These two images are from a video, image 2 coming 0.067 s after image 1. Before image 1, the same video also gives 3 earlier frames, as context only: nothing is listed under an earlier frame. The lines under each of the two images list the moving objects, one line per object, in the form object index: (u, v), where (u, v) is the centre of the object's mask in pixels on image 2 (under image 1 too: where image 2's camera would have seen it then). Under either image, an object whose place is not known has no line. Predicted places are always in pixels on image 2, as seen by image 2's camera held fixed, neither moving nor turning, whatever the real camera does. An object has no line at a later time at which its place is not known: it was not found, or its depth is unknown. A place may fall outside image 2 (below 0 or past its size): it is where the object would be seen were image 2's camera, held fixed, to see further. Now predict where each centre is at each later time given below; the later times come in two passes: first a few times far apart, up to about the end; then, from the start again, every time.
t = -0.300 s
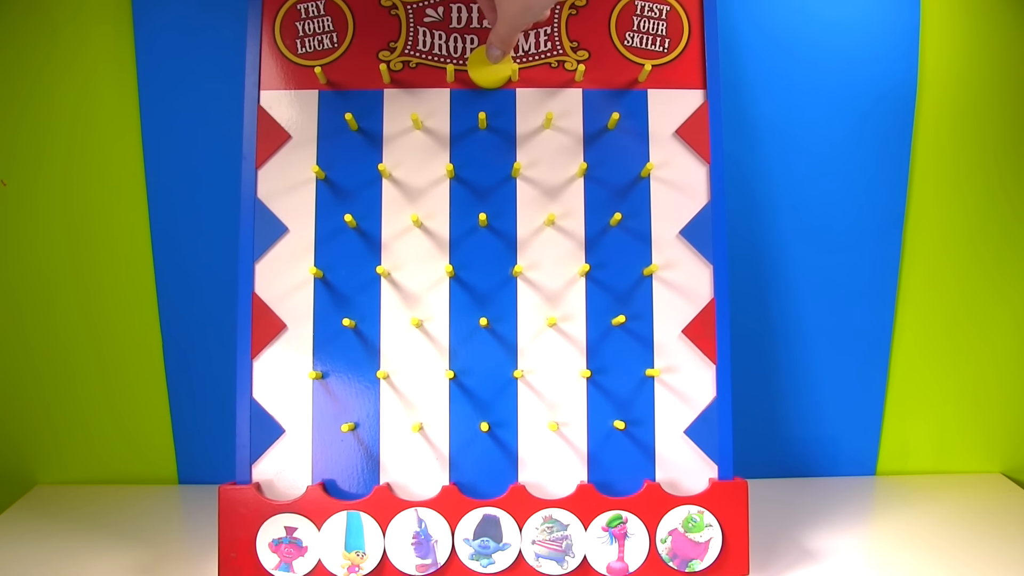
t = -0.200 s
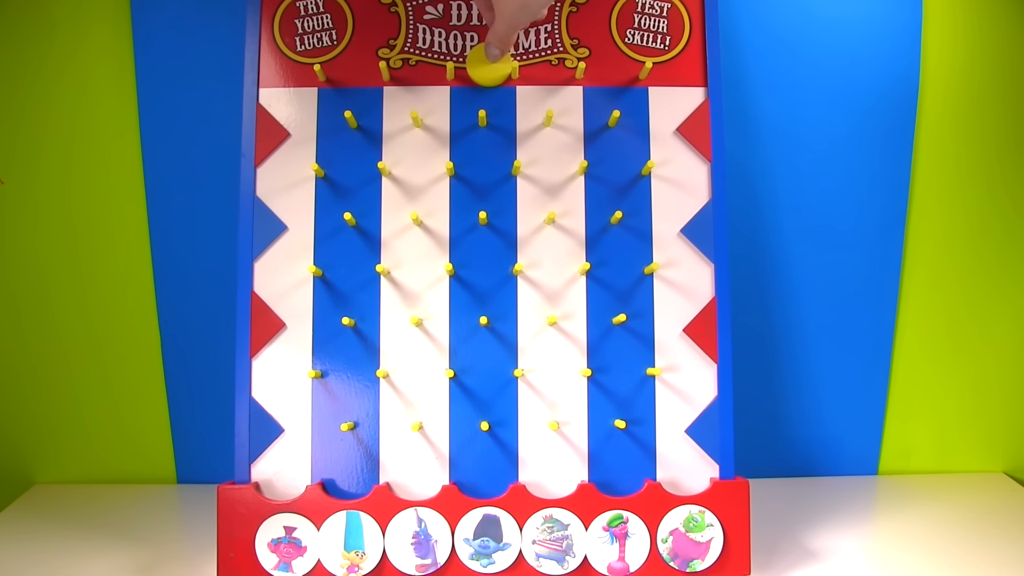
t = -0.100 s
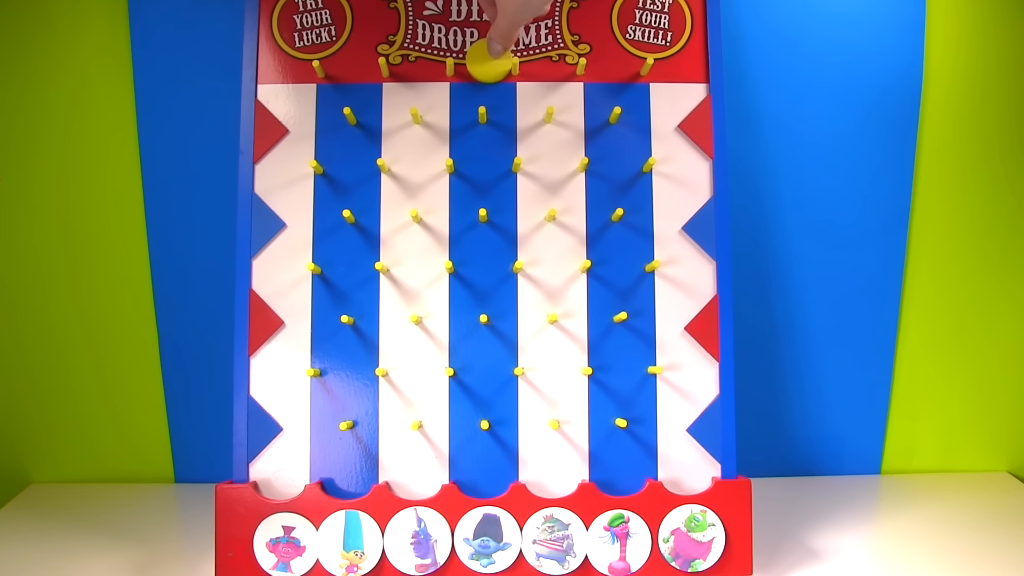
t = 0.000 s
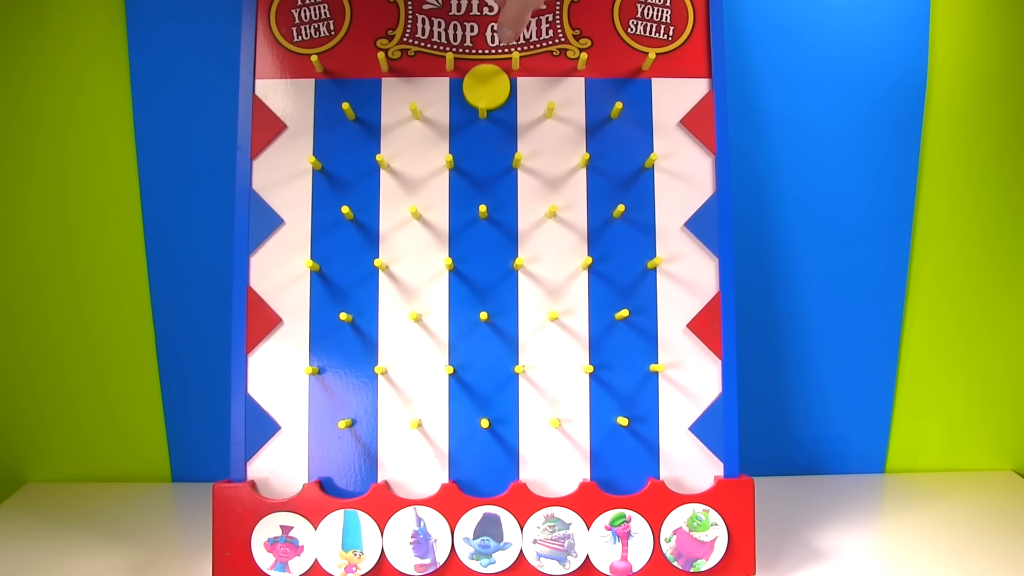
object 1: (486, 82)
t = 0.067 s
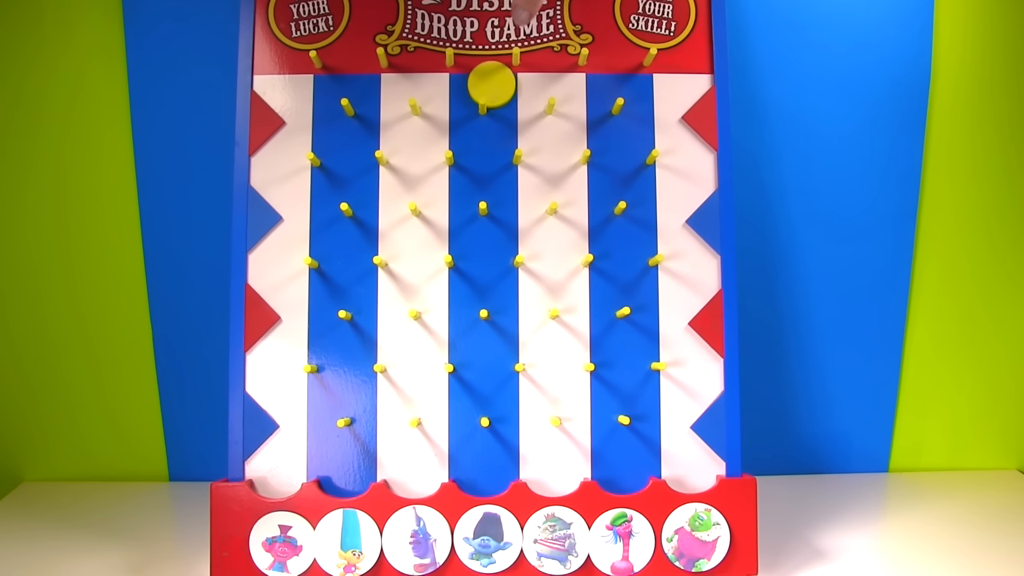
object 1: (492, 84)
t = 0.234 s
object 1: (527, 128)
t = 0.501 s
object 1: (546, 180)
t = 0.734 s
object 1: (499, 238)
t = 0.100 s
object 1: (495, 86)
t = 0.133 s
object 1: (501, 90)
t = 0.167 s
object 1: (508, 99)
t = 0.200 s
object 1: (517, 119)
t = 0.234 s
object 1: (527, 128)
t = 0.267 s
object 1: (525, 133)
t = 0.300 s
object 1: (529, 133)
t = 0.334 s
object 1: (535, 138)
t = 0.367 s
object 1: (544, 150)
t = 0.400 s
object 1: (553, 175)
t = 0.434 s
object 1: (560, 176)
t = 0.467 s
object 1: (551, 182)
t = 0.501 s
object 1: (546, 180)
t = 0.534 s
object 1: (541, 183)
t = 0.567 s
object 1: (534, 188)
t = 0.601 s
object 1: (525, 198)
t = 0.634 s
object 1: (516, 220)
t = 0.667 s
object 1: (505, 230)
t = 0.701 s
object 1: (506, 235)
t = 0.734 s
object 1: (499, 238)
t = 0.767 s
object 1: (491, 251)
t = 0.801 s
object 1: (479, 272)
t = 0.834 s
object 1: (464, 288)
